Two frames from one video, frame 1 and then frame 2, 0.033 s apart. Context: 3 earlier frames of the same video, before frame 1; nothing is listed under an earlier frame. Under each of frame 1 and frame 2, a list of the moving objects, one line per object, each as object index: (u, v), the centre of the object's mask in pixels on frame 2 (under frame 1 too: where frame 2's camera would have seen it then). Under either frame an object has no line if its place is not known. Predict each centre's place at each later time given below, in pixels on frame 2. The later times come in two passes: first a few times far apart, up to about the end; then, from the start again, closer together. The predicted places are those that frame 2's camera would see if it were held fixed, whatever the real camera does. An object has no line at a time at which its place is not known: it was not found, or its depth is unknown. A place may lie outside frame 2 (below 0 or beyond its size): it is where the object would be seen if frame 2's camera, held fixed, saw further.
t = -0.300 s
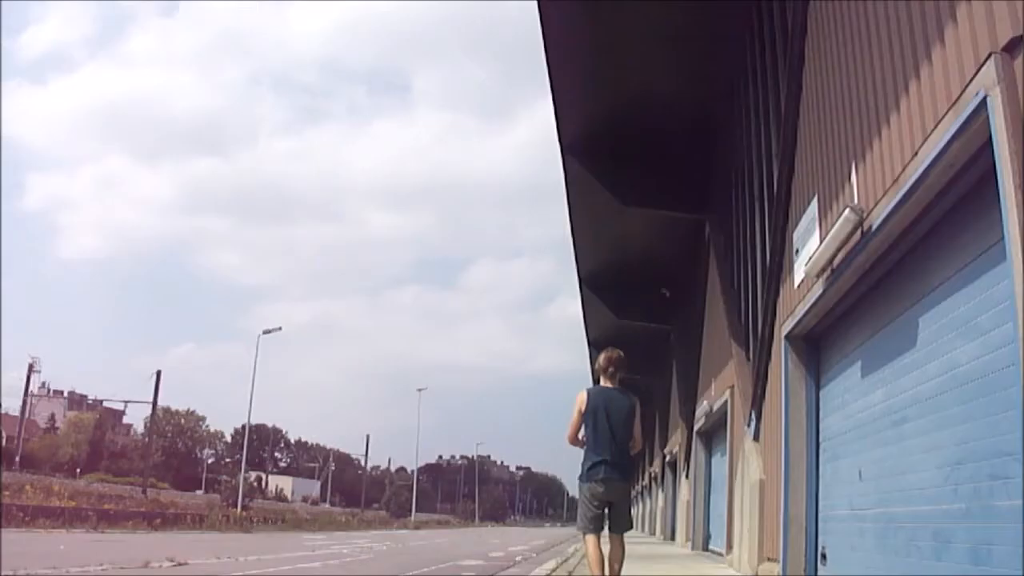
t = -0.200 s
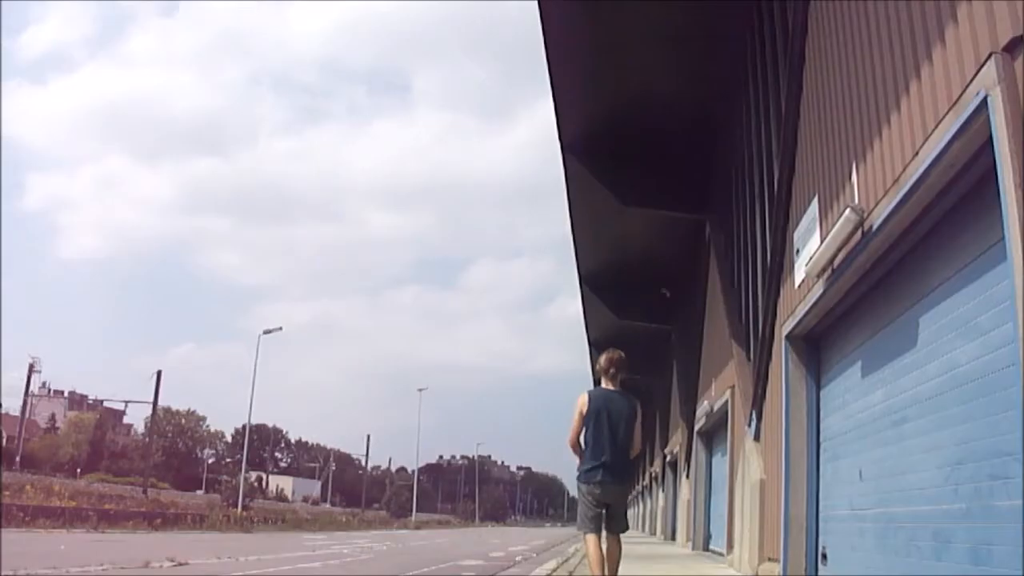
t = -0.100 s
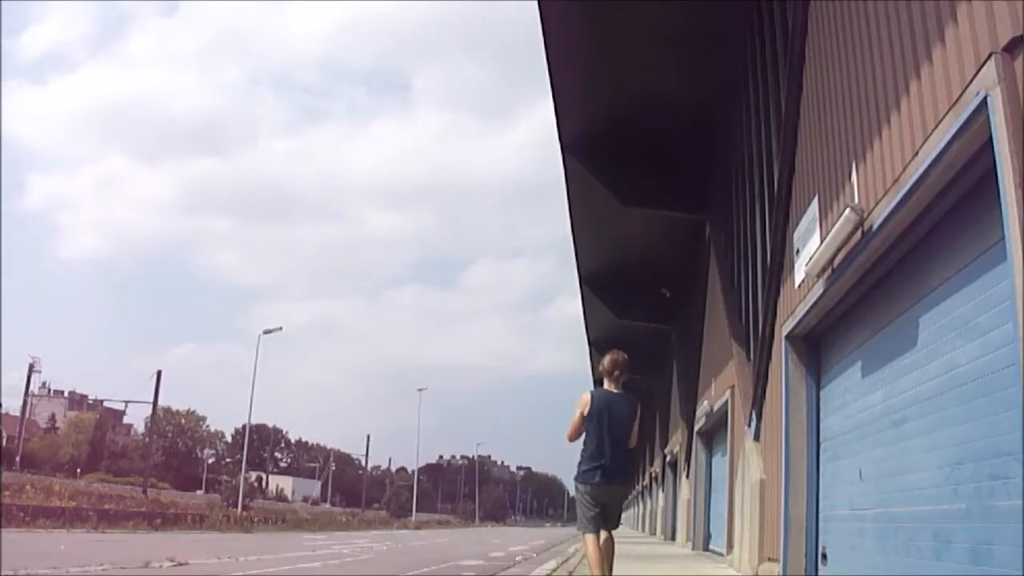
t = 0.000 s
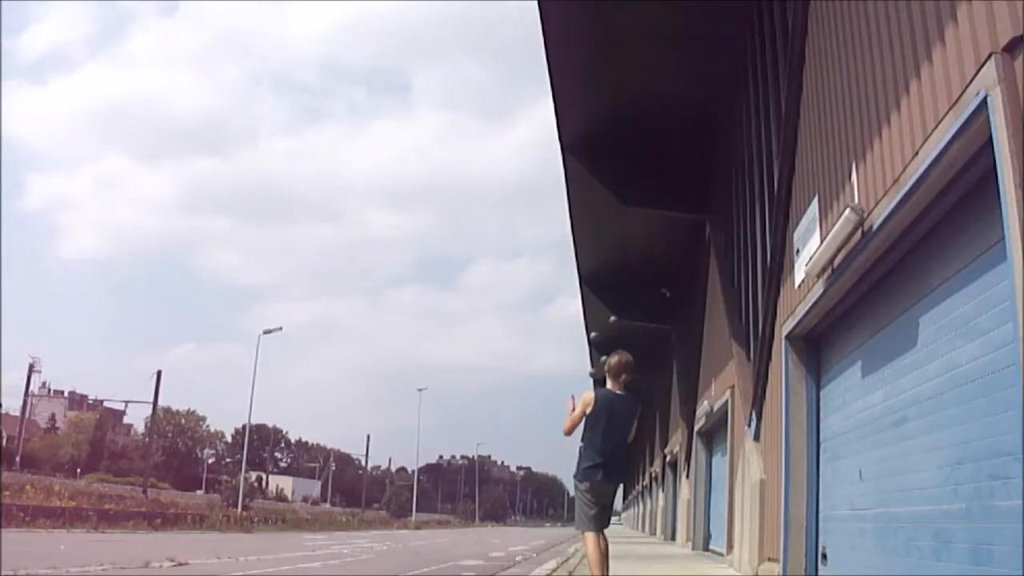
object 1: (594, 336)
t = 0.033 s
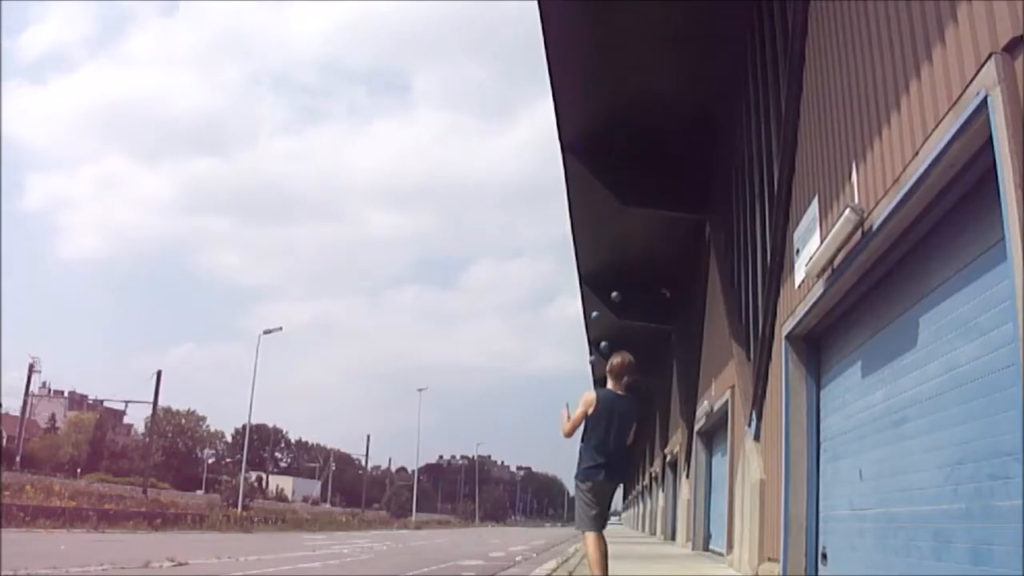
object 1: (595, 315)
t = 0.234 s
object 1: (598, 223)
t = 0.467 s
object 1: (607, 184)
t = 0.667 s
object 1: (609, 206)
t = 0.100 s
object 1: (597, 280)
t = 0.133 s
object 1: (597, 263)
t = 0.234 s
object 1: (598, 223)
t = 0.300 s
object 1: (601, 204)
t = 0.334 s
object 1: (602, 195)
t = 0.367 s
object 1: (603, 190)
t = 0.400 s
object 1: (605, 187)
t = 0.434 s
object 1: (606, 185)
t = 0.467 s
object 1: (607, 184)
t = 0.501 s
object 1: (608, 184)
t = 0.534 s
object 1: (608, 186)
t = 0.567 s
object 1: (608, 188)
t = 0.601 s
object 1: (609, 193)
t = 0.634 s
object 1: (609, 199)
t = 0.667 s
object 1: (609, 206)
